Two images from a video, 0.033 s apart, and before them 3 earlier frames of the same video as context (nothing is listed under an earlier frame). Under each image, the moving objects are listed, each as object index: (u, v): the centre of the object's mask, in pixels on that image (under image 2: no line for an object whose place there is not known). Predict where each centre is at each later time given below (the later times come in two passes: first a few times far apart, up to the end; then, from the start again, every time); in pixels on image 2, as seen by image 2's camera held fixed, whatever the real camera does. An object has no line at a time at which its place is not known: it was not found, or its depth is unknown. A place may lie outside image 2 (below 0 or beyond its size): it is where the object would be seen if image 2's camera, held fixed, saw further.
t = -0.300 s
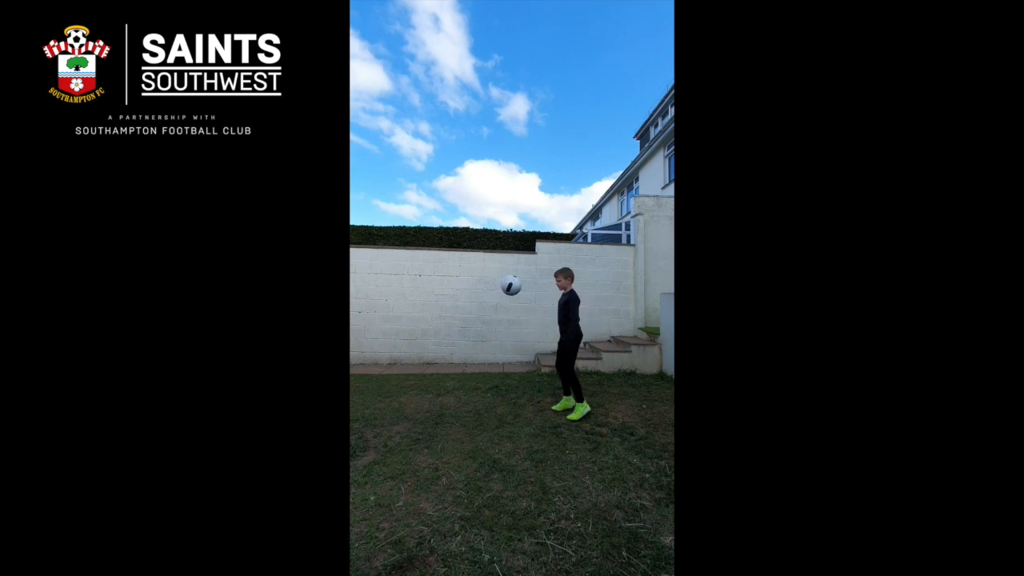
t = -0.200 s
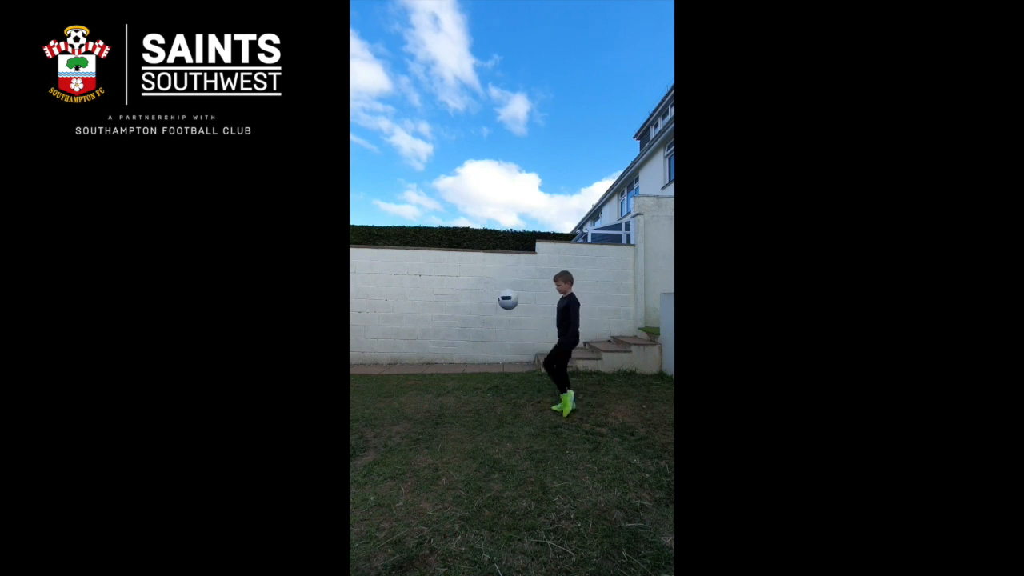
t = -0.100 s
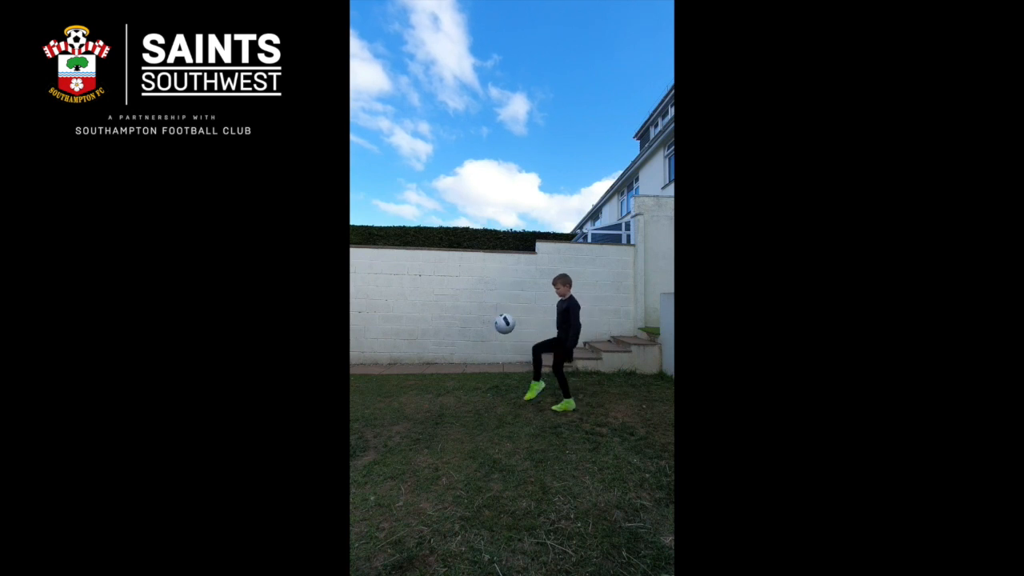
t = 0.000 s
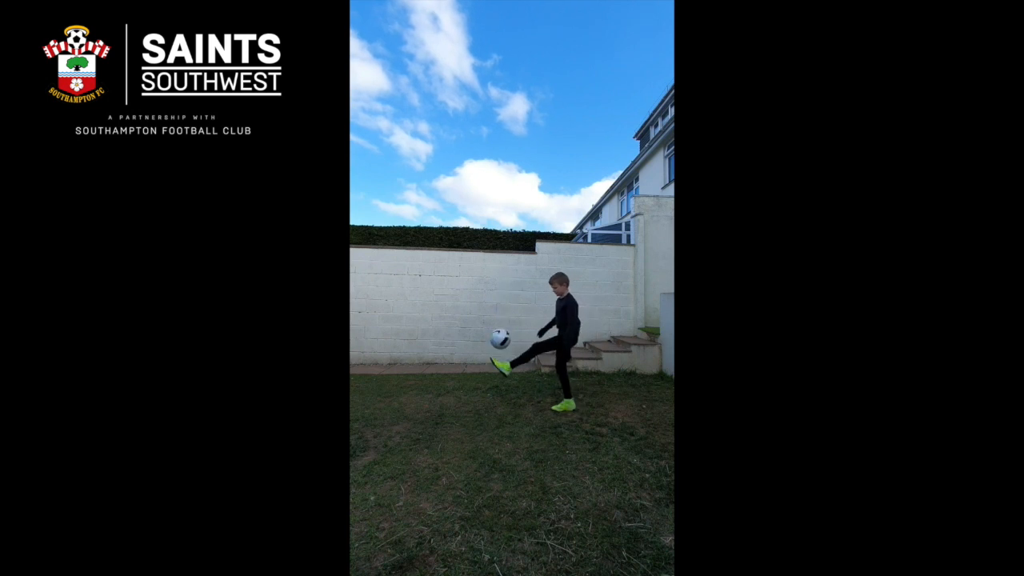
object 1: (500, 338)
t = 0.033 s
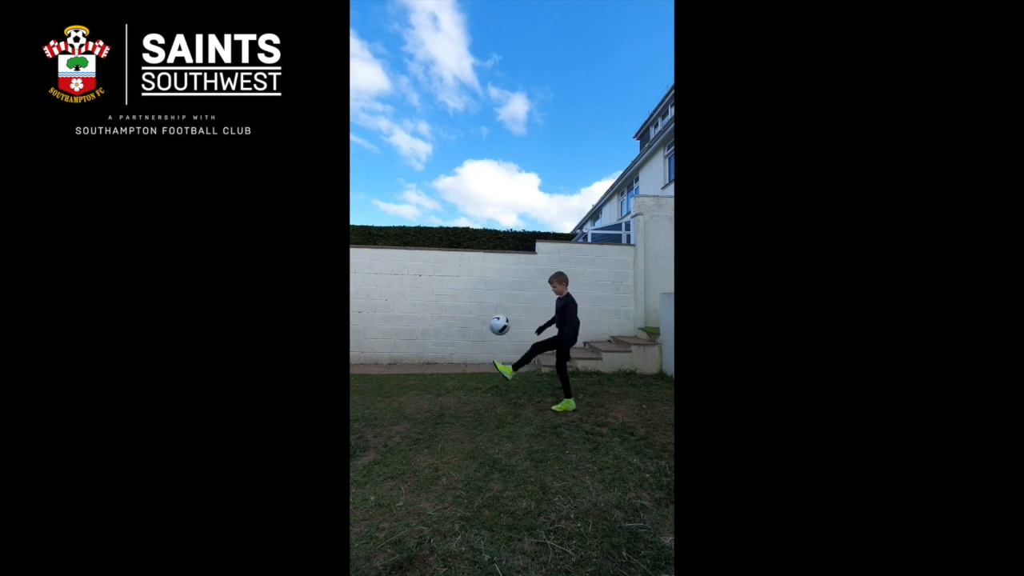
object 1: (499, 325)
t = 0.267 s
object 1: (493, 257)
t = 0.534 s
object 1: (482, 249)
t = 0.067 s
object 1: (498, 312)
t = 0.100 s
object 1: (498, 300)
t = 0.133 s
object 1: (496, 289)
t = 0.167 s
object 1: (496, 279)
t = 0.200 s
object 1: (495, 271)
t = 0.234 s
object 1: (494, 263)
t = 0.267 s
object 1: (493, 257)
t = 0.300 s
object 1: (492, 251)
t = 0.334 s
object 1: (490, 244)
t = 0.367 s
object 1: (488, 242)
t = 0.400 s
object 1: (487, 241)
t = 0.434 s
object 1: (486, 241)
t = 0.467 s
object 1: (485, 242)
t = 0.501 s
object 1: (483, 245)
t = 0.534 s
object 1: (482, 249)
